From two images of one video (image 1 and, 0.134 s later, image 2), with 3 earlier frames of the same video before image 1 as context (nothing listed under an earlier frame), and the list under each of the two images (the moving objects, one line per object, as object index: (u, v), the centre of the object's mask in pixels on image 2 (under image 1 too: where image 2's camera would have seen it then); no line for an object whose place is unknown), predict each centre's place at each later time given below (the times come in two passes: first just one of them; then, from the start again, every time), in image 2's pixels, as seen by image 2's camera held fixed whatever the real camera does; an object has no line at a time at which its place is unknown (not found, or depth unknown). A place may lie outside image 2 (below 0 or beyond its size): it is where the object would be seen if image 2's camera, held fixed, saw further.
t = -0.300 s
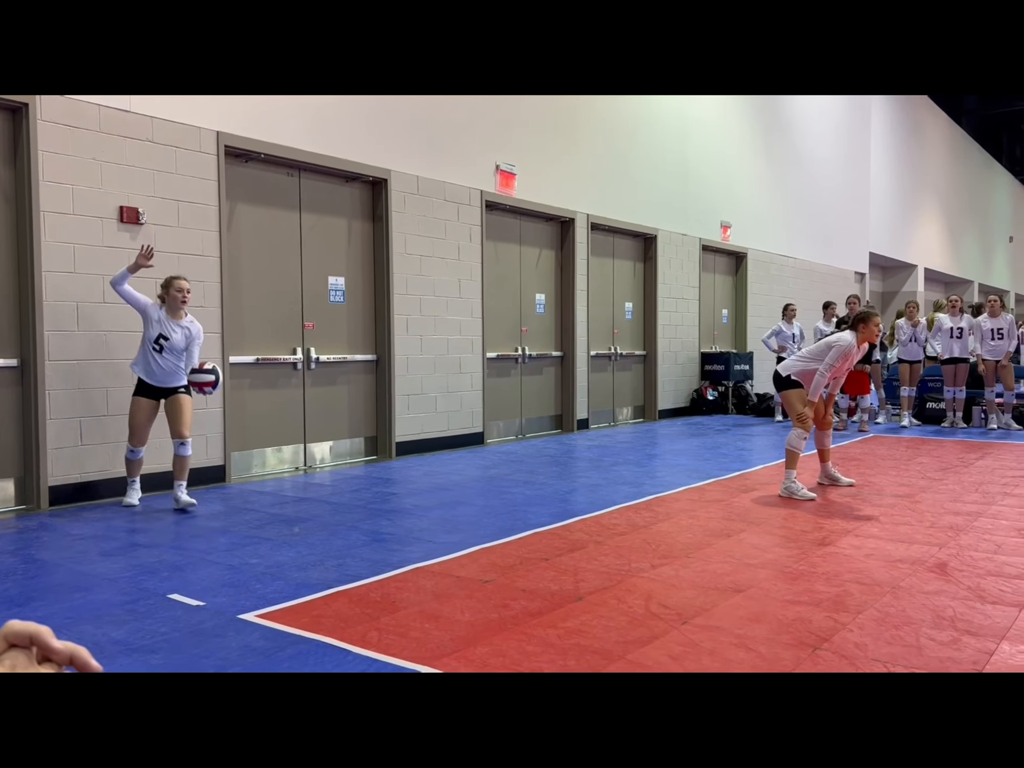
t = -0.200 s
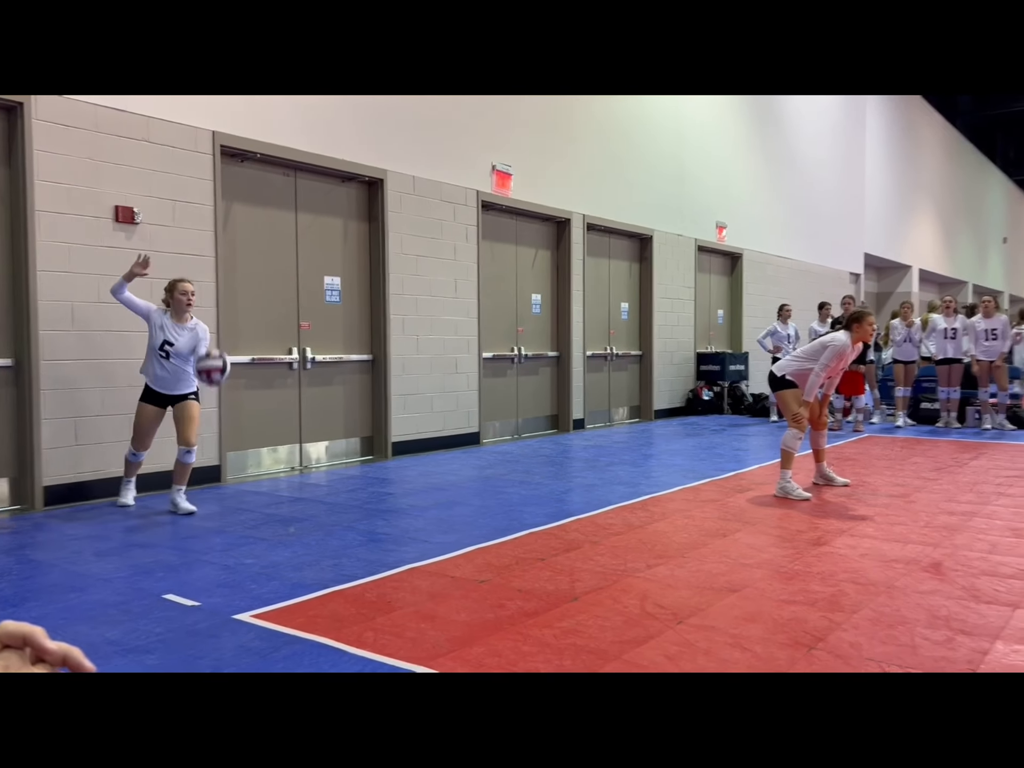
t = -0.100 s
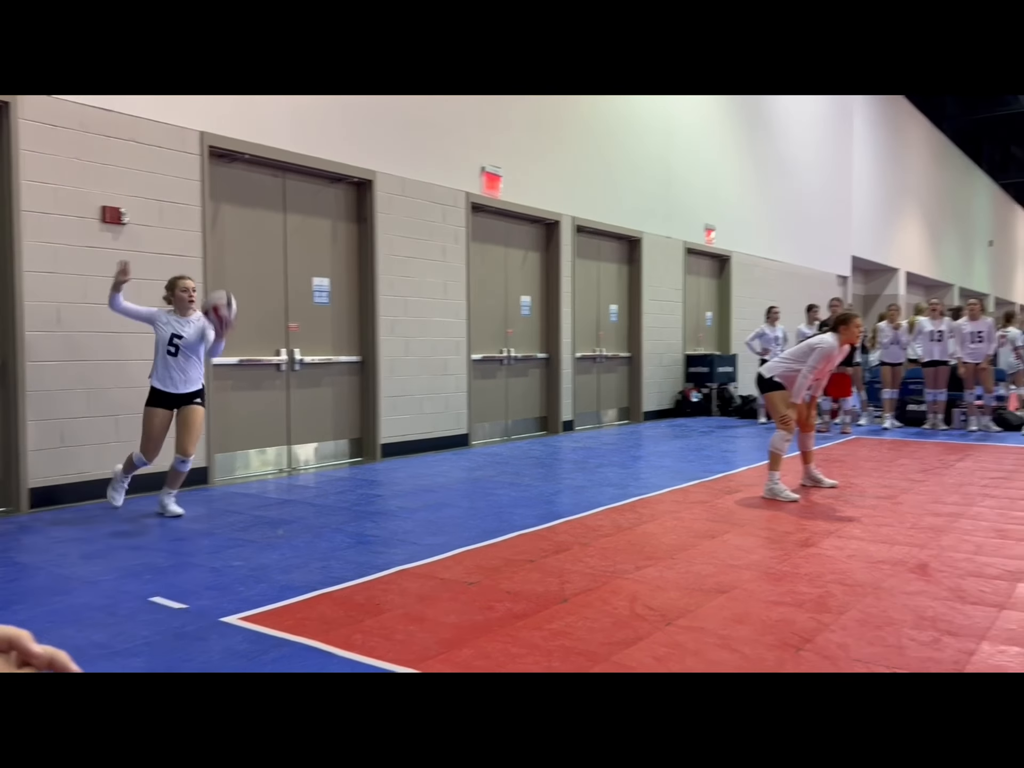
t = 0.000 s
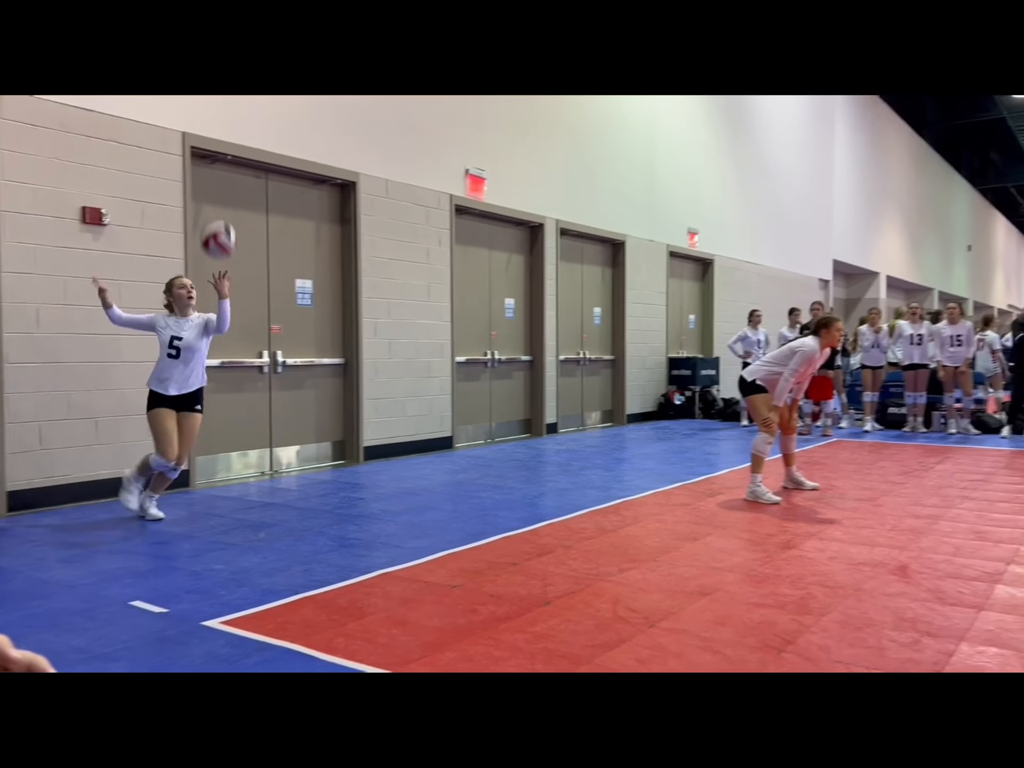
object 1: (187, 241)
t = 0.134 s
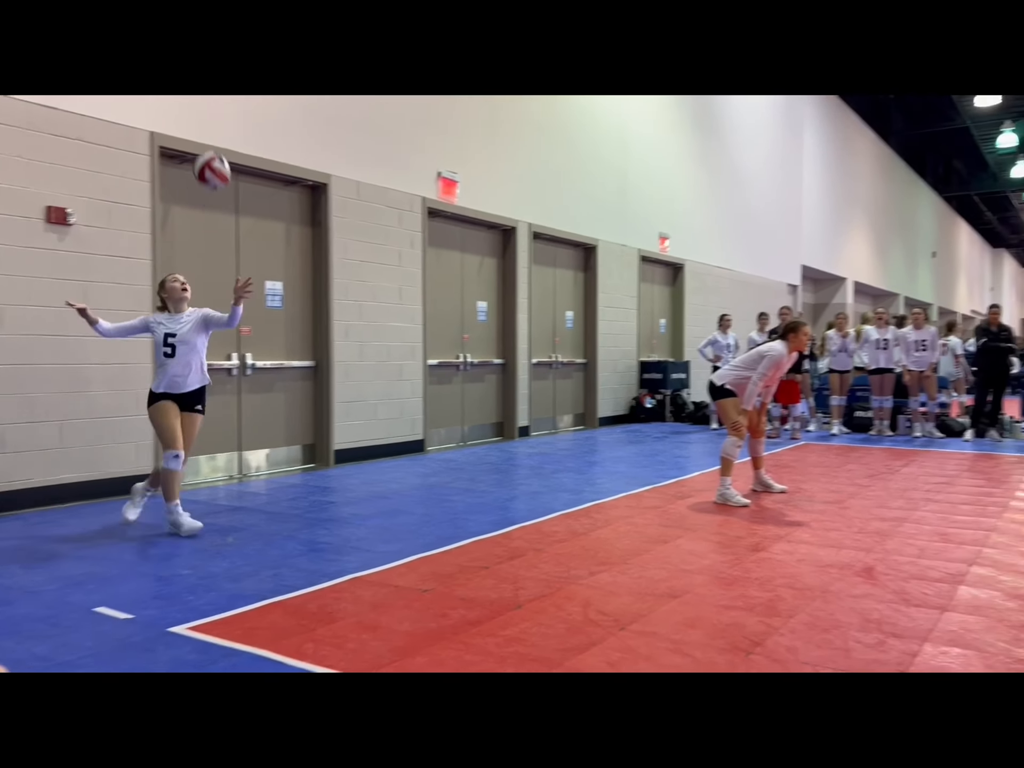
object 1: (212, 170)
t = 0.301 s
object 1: (243, 124)
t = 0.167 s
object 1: (219, 158)
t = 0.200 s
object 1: (225, 146)
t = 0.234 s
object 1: (231, 137)
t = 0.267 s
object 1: (236, 130)
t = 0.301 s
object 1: (243, 124)
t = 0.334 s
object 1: (249, 121)
